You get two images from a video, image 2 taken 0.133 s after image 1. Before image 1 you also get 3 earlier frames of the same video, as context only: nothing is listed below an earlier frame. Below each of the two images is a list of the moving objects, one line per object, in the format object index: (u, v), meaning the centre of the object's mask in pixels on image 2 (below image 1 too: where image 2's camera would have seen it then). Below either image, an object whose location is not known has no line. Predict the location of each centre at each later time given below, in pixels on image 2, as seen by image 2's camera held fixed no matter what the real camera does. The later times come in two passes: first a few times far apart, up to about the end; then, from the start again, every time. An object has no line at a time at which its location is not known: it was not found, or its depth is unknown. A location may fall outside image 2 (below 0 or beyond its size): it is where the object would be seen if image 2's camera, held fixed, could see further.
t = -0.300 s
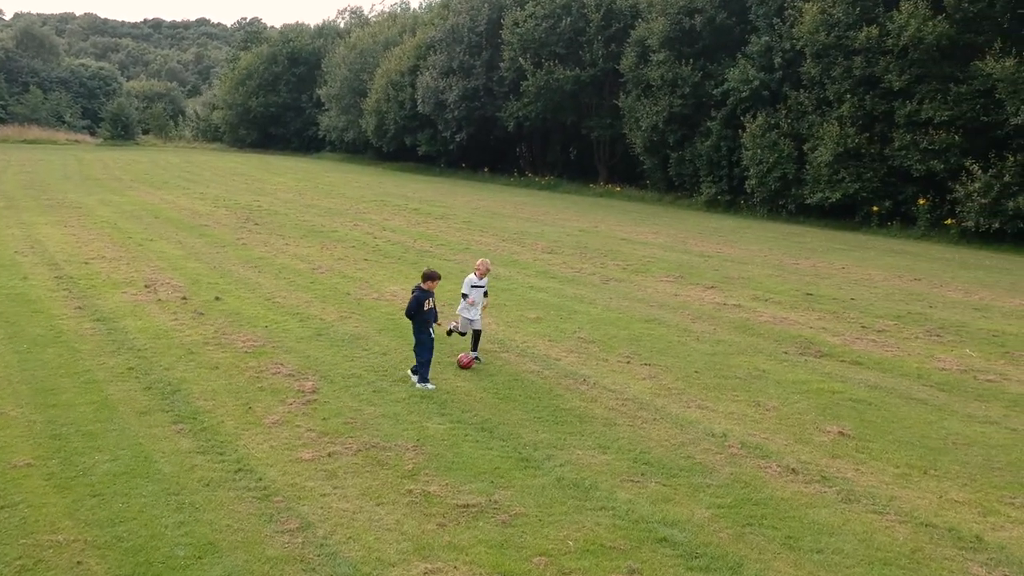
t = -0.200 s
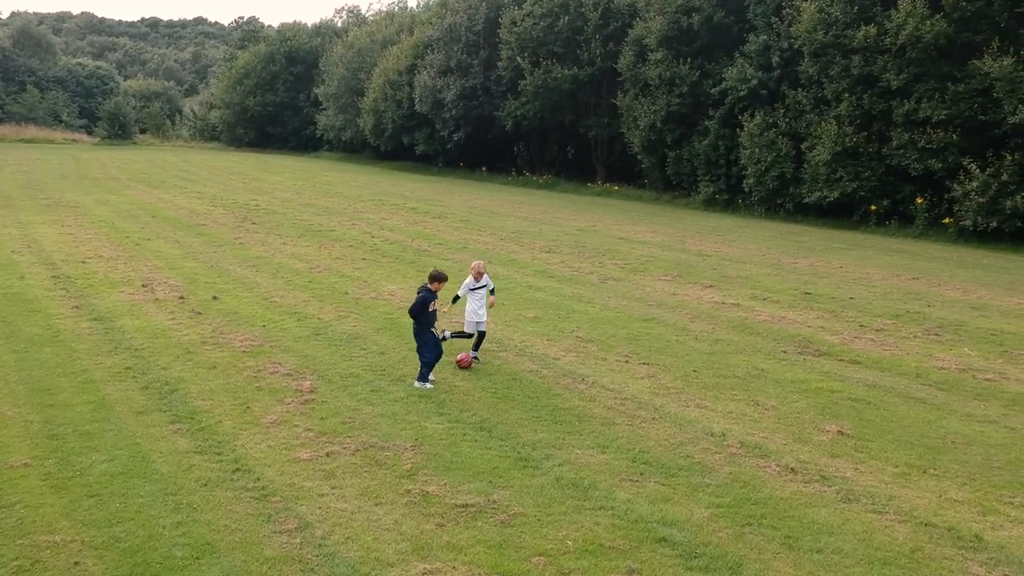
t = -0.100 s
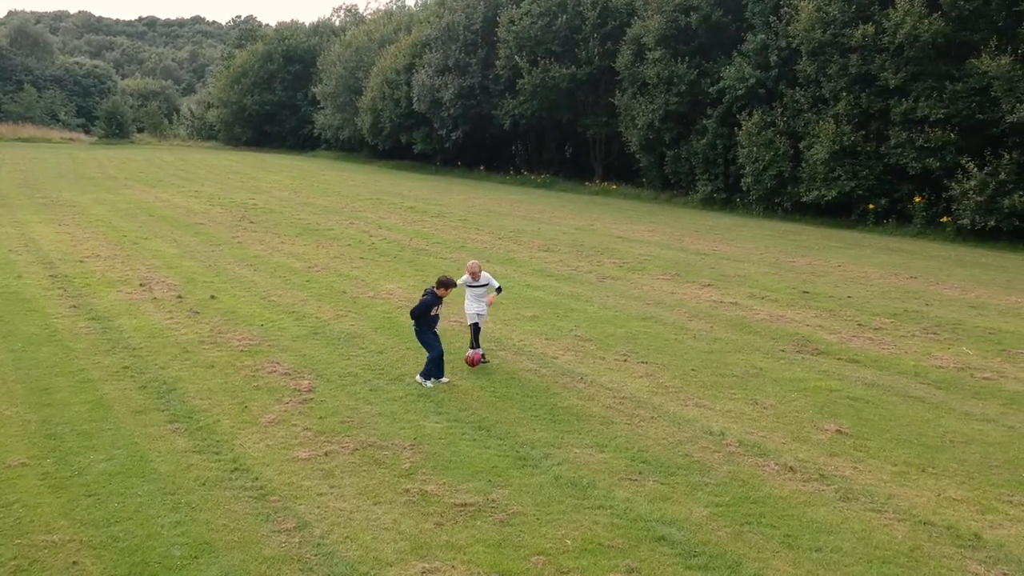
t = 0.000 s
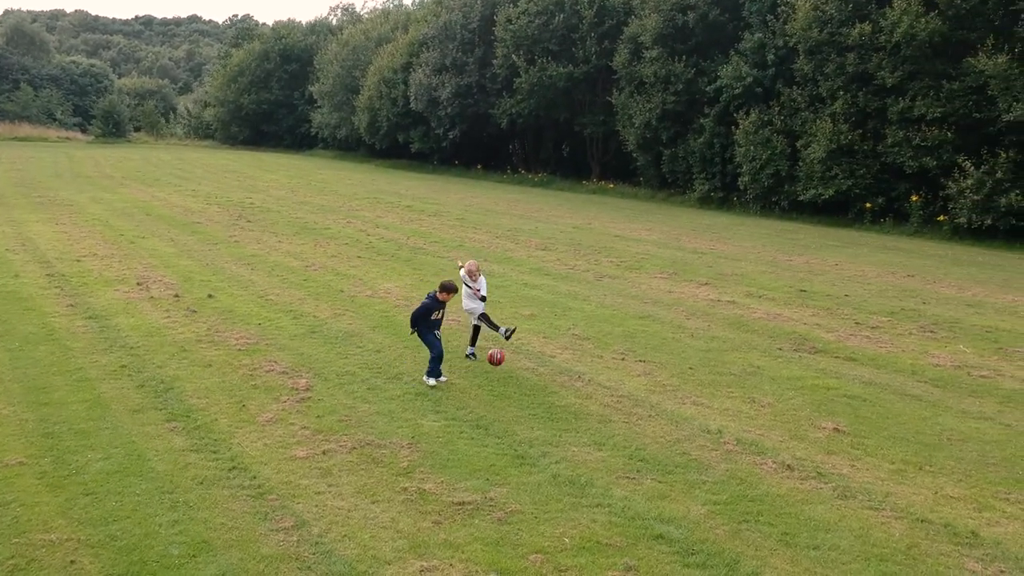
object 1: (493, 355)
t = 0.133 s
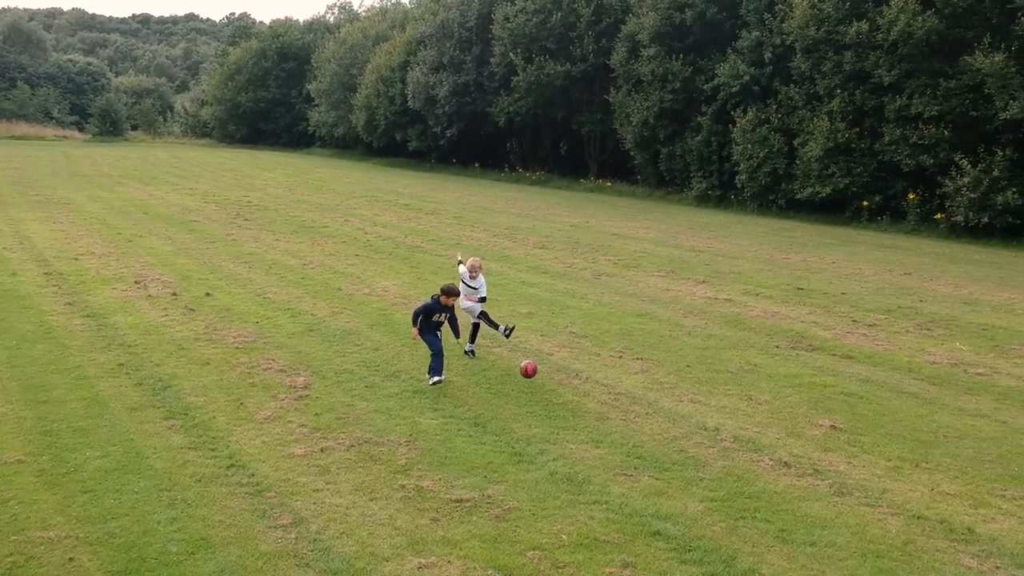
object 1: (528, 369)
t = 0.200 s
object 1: (547, 383)
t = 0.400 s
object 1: (577, 395)
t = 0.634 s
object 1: (602, 413)
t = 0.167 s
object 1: (537, 375)
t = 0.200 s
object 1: (547, 383)
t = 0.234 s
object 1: (556, 392)
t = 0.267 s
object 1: (563, 395)
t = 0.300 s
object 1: (566, 393)
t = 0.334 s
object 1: (570, 393)
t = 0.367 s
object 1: (574, 393)
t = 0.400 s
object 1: (577, 395)
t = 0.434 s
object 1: (581, 398)
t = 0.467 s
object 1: (585, 402)
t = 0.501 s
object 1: (589, 407)
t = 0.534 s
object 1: (593, 409)
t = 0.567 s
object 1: (596, 409)
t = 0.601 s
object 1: (599, 411)
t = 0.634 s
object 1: (602, 413)
